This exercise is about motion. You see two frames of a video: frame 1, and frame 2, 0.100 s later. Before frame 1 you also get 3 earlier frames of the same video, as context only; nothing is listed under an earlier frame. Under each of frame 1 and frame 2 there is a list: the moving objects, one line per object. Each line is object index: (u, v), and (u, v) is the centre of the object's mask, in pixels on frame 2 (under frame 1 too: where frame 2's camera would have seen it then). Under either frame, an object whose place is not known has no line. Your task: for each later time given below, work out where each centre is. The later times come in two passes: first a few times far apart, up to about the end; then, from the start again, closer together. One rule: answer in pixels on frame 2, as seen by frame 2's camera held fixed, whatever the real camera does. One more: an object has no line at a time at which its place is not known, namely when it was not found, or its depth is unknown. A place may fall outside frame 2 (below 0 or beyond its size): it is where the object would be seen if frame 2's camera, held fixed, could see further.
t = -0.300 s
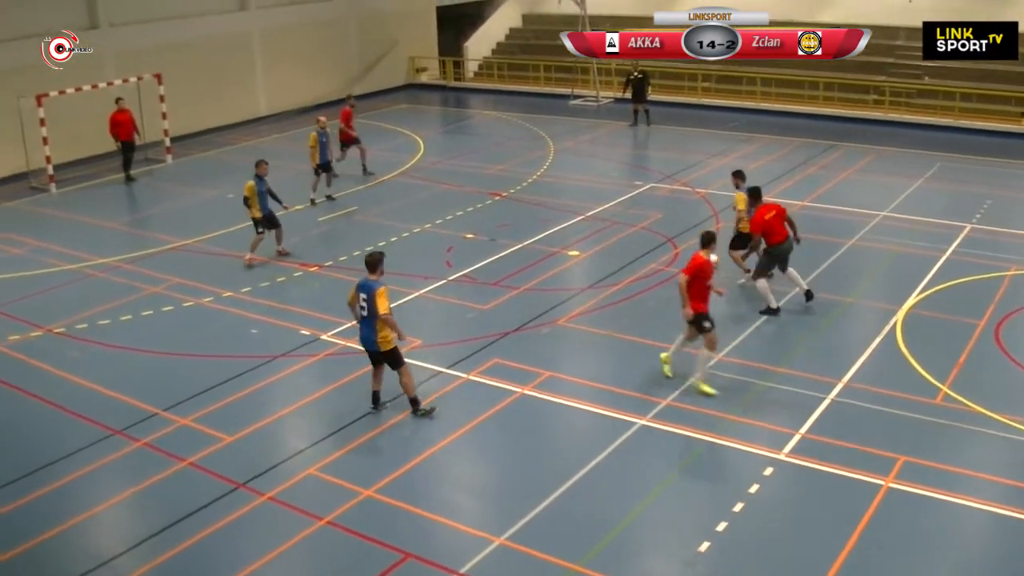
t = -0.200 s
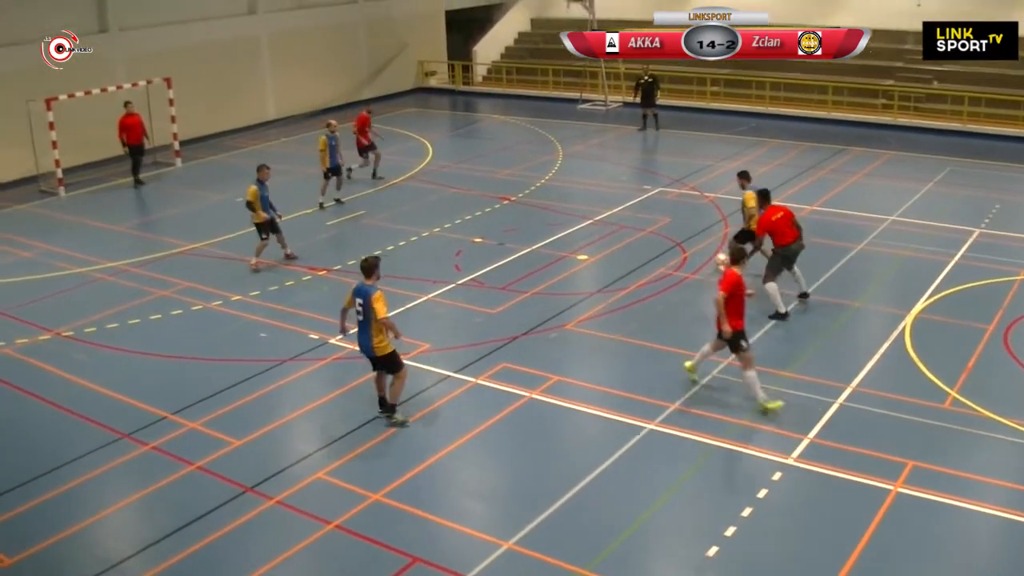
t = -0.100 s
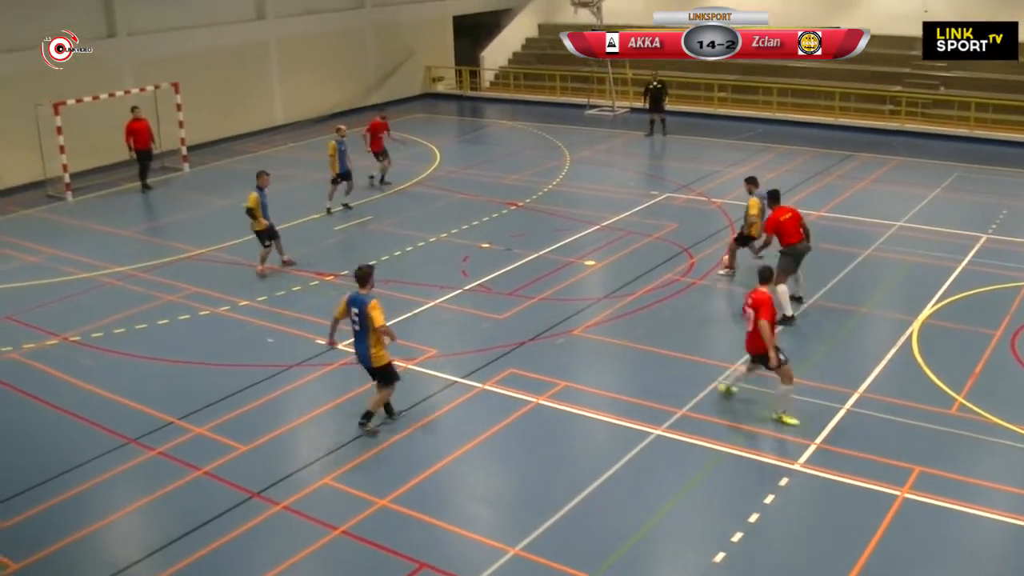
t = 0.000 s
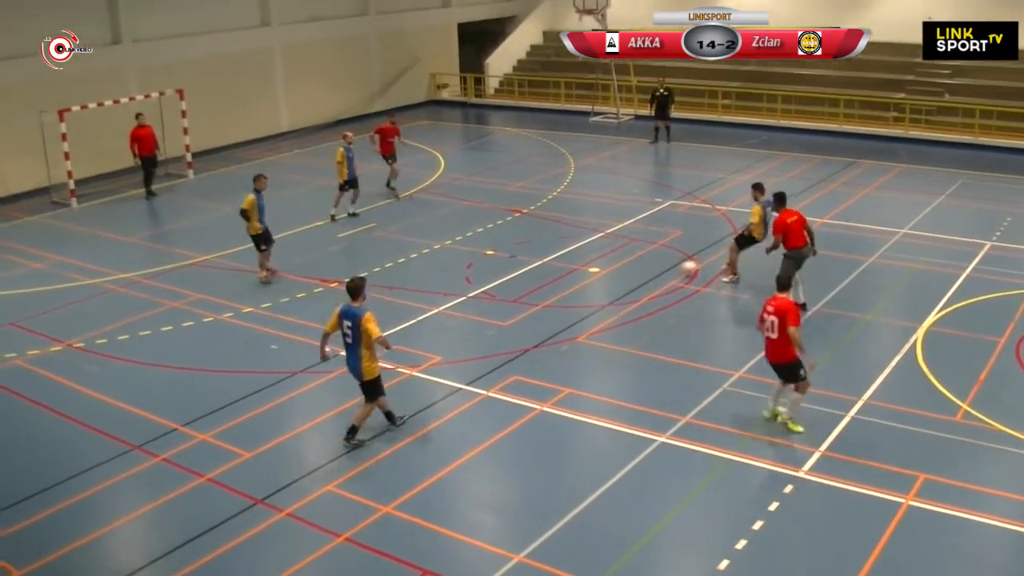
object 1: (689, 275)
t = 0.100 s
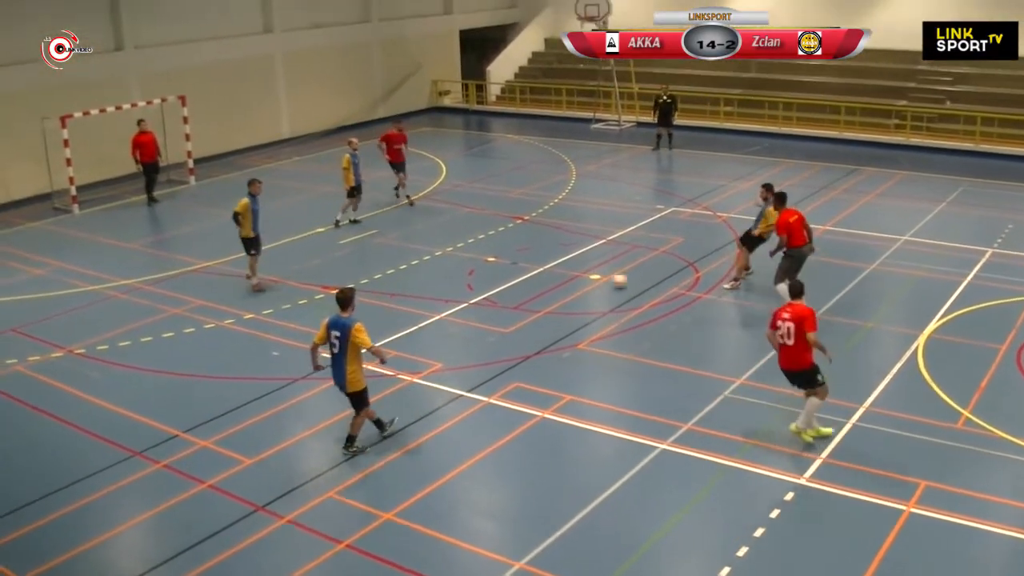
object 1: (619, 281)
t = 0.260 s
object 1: (514, 290)
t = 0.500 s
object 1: (376, 297)
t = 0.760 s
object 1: (258, 302)
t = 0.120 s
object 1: (606, 283)
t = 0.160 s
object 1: (577, 285)
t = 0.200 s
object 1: (552, 286)
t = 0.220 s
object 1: (539, 287)
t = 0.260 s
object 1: (514, 290)
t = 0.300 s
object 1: (489, 290)
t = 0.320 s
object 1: (476, 291)
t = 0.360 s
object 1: (453, 292)
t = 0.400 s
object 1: (430, 294)
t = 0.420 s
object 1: (419, 295)
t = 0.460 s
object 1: (398, 296)
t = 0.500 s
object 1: (376, 297)
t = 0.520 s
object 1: (366, 298)
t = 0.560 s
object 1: (347, 299)
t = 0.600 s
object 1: (328, 300)
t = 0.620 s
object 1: (319, 300)
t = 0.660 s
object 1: (301, 300)
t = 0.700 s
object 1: (283, 301)
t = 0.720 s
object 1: (275, 302)
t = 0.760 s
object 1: (258, 302)
